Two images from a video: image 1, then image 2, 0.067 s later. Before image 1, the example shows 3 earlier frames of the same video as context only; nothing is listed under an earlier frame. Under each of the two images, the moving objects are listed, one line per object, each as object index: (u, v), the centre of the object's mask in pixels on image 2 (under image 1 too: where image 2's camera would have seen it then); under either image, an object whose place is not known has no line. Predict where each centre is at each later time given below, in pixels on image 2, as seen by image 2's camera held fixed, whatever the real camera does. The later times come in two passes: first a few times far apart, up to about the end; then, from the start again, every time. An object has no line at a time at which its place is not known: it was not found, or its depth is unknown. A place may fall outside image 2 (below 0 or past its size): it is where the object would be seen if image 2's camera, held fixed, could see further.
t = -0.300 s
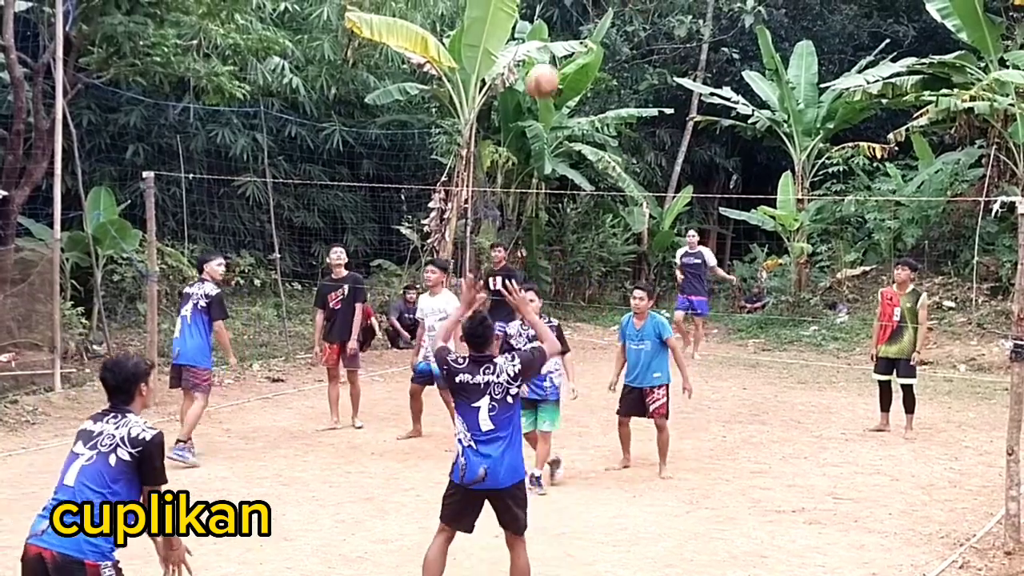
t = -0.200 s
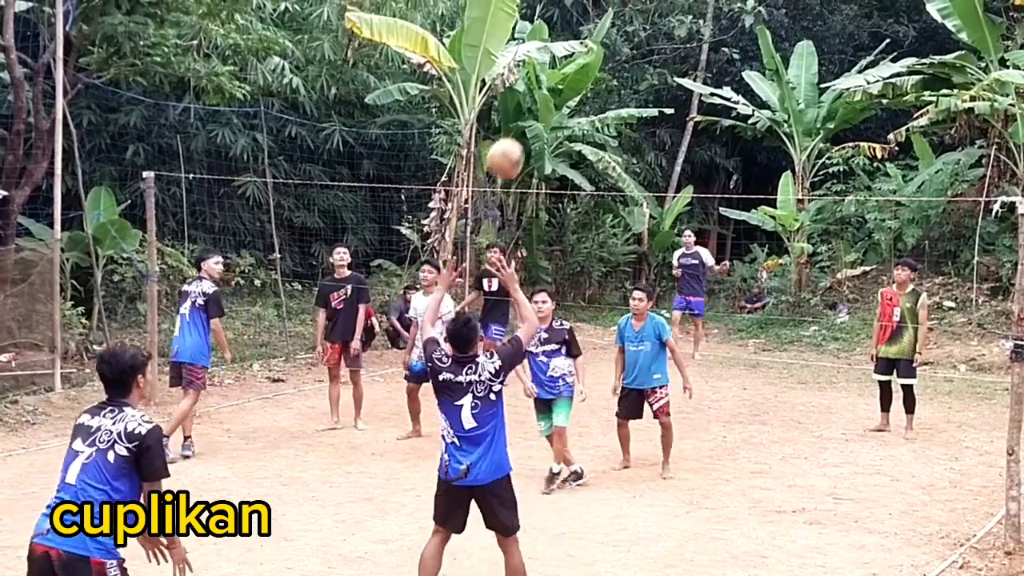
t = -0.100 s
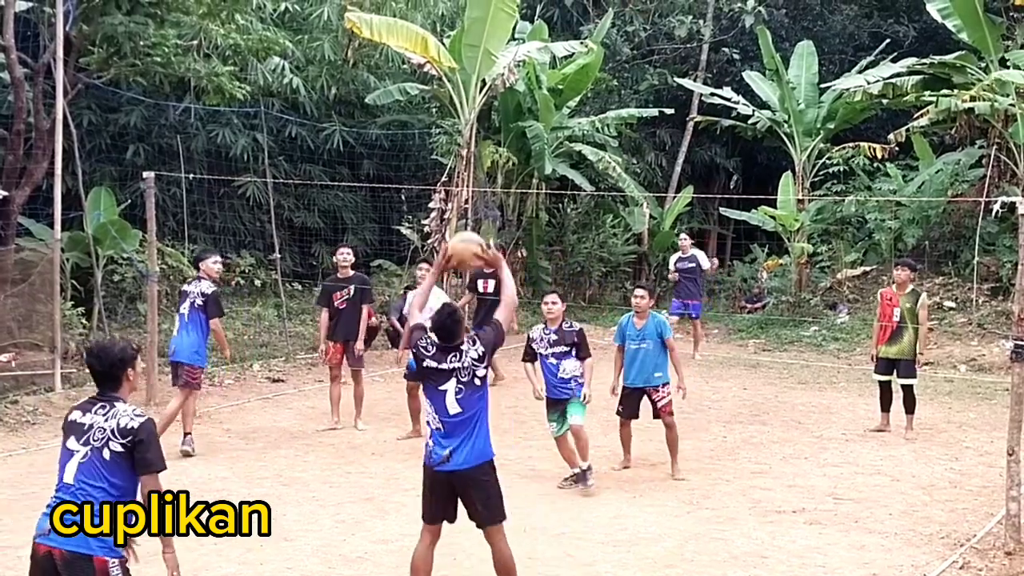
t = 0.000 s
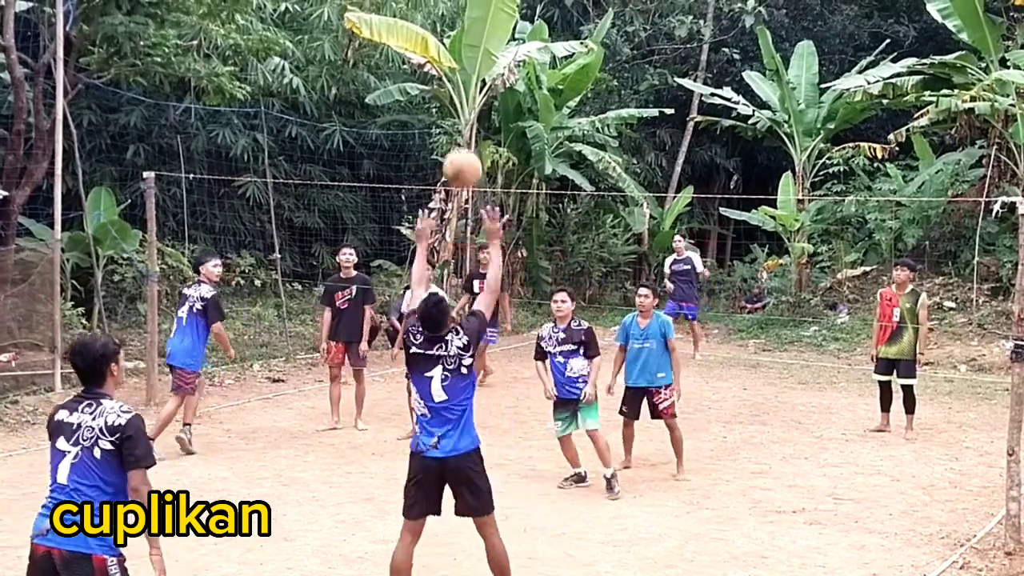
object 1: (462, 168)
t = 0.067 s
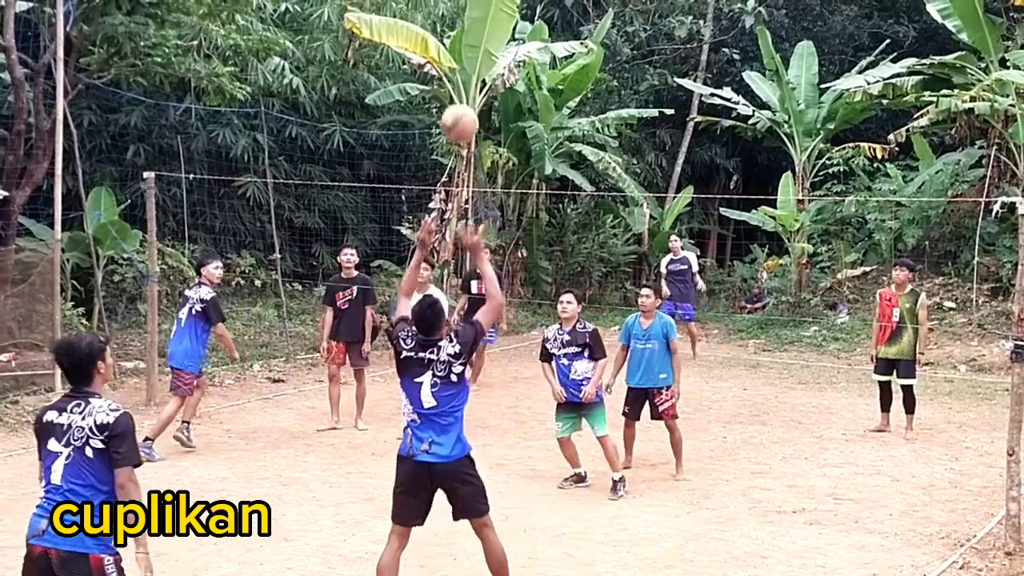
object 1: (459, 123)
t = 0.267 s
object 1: (451, 44)
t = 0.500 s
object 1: (440, 40)
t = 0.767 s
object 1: (426, 129)
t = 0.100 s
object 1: (458, 105)
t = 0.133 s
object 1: (456, 88)
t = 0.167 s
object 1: (455, 74)
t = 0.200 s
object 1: (454, 62)
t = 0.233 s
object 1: (452, 51)
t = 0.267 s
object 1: (451, 44)
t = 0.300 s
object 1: (449, 38)
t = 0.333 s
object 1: (447, 34)
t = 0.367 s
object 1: (446, 32)
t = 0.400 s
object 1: (444, 32)
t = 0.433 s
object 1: (443, 33)
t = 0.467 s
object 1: (442, 36)
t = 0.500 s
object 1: (440, 40)
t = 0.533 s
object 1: (438, 46)
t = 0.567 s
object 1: (436, 54)
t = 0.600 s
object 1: (434, 63)
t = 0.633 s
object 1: (433, 74)
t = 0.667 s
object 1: (432, 85)
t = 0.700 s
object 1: (430, 99)
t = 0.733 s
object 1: (428, 113)
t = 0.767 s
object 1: (426, 129)
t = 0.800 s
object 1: (424, 146)
